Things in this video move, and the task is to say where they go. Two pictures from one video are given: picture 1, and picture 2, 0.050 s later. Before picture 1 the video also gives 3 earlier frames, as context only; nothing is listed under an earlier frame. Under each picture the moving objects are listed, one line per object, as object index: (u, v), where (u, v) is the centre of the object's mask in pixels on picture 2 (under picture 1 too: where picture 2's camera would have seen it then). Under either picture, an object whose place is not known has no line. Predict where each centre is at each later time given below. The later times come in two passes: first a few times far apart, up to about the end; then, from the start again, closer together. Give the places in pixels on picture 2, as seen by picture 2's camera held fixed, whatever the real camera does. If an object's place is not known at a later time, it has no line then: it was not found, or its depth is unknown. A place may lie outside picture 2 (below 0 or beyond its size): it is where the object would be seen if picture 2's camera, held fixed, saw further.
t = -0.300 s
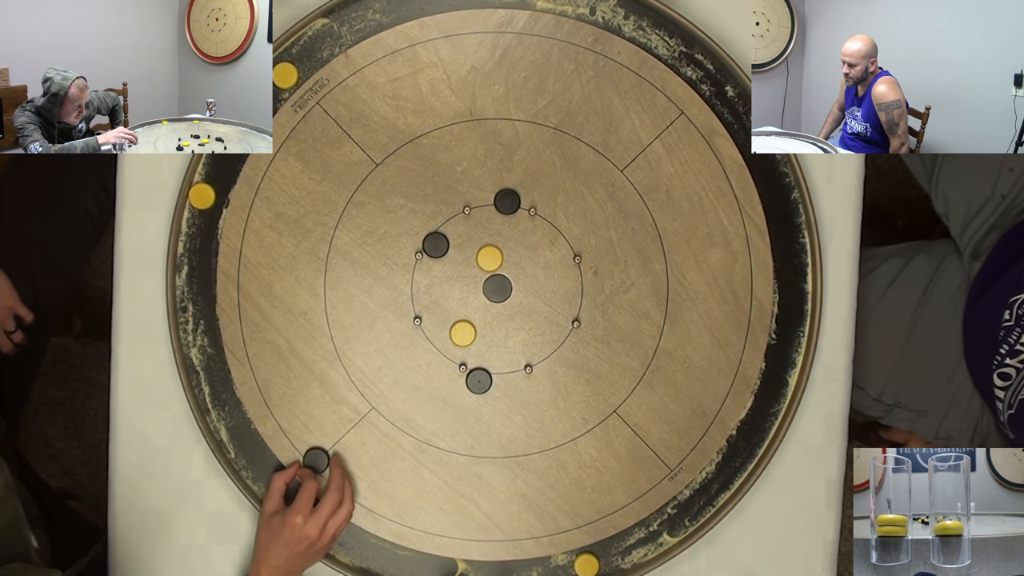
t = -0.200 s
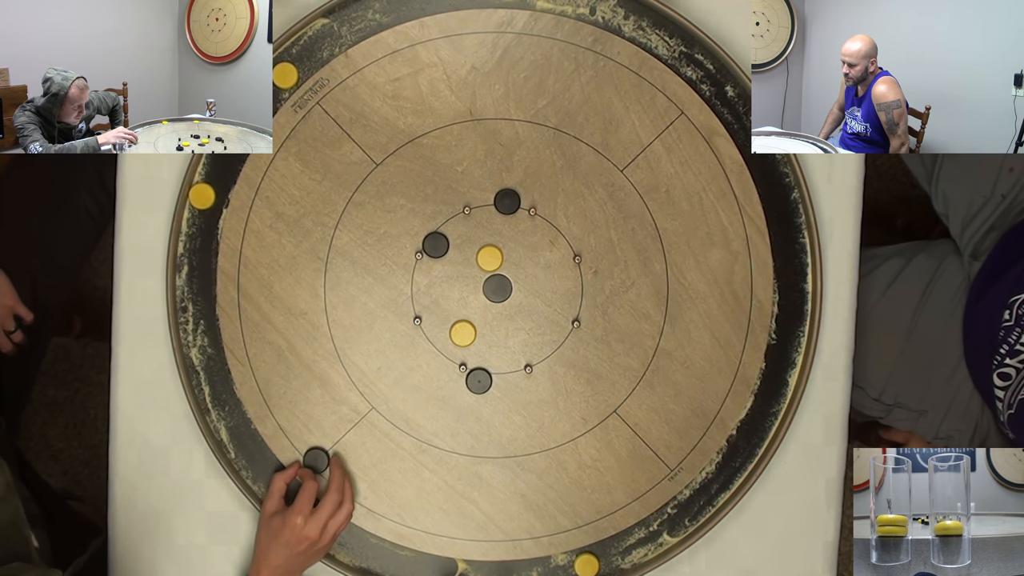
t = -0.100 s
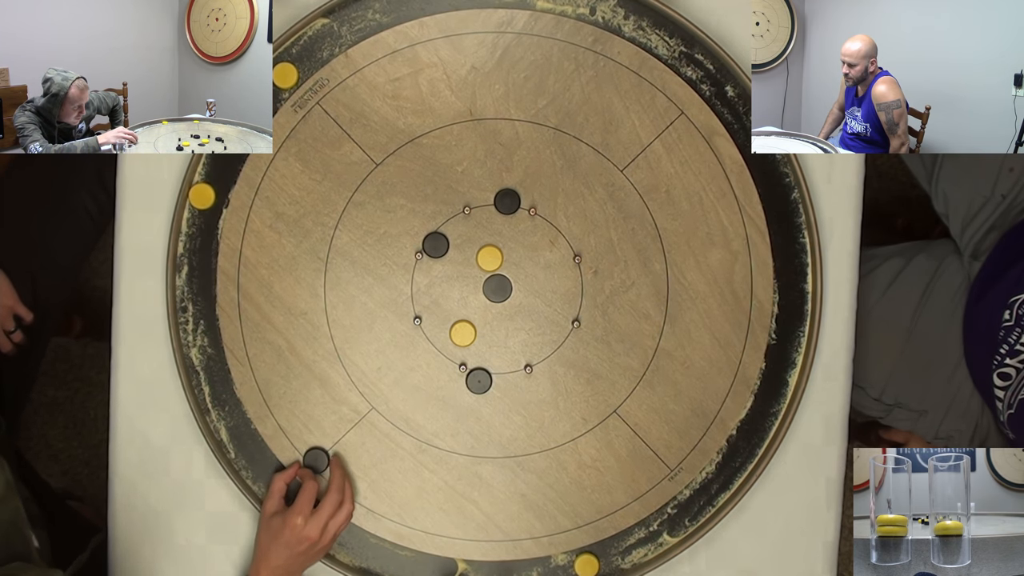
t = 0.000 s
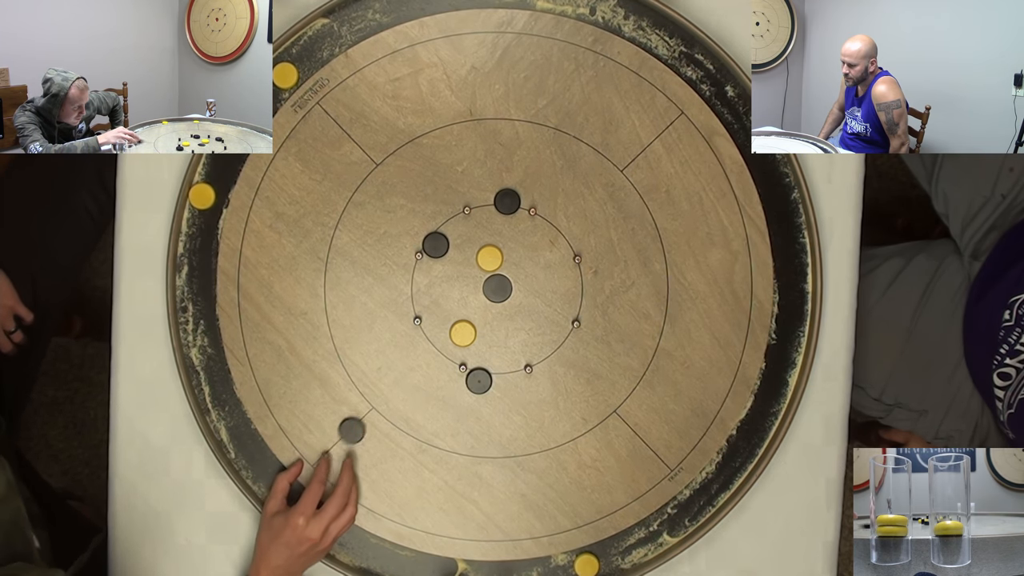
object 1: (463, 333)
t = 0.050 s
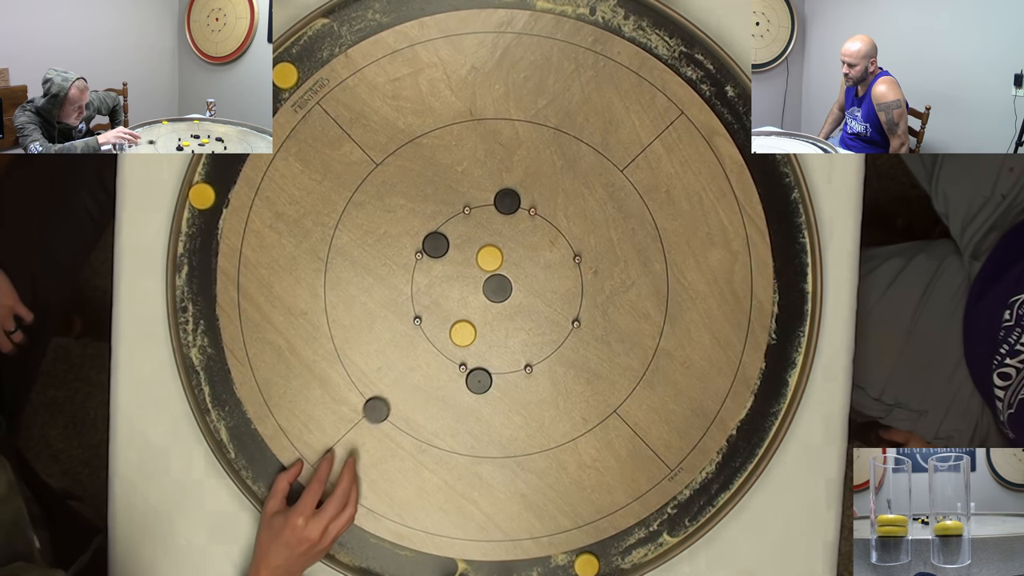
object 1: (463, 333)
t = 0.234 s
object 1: (463, 333)
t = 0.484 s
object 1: (493, 300)
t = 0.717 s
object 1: (493, 300)
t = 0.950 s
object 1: (493, 300)
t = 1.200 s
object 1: (493, 300)
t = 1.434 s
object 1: (493, 300)
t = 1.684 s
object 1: (493, 300)
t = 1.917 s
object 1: (493, 300)
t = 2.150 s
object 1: (493, 299)
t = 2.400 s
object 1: (493, 299)
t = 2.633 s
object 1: (493, 299)
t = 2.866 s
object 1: (493, 299)
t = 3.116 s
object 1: (493, 299)
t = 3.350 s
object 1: (493, 300)
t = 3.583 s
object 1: (493, 300)
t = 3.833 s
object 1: (493, 300)
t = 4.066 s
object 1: (493, 299)
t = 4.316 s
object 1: (493, 300)
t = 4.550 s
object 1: (493, 299)
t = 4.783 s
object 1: (493, 300)
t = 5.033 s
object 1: (493, 300)
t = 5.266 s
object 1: (493, 299)
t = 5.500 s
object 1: (493, 300)
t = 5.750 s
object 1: (493, 300)
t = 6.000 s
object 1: (493, 300)
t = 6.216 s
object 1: (493, 300)
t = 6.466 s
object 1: (493, 300)
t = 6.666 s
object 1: (493, 300)
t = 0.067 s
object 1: (463, 333)
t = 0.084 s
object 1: (463, 333)
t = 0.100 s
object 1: (463, 333)
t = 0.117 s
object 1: (463, 333)
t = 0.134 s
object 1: (463, 333)
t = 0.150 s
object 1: (463, 333)
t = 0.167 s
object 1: (463, 333)
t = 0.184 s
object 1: (463, 333)
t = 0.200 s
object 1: (463, 333)
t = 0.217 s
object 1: (463, 333)
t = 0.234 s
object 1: (463, 333)
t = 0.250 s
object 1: (466, 329)
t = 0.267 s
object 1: (469, 325)
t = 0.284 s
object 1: (473, 322)
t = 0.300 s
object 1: (476, 318)
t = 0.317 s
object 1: (478, 316)
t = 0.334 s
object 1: (481, 313)
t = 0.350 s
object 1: (483, 310)
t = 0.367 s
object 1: (485, 308)
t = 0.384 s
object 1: (487, 306)
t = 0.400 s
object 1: (489, 305)
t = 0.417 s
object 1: (490, 304)
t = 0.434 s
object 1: (491, 302)
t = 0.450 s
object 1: (492, 301)
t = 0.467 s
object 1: (492, 301)
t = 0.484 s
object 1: (493, 300)
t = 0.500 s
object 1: (493, 300)
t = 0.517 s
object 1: (493, 300)
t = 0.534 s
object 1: (493, 300)
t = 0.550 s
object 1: (493, 300)
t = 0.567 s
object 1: (493, 300)
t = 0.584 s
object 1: (493, 300)
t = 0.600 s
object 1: (493, 300)
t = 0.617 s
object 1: (493, 300)
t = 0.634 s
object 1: (493, 300)
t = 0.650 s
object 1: (493, 300)
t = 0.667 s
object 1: (493, 300)
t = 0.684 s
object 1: (493, 300)
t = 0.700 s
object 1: (493, 300)
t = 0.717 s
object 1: (493, 300)
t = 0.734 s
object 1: (493, 300)
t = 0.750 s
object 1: (493, 300)
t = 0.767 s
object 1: (493, 300)
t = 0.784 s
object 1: (493, 300)
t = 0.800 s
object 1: (493, 300)
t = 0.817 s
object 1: (493, 300)
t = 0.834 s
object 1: (493, 300)
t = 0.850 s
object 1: (493, 300)
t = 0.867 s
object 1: (493, 300)
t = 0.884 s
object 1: (493, 300)
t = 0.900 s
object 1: (493, 300)
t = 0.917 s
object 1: (493, 300)
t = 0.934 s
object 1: (493, 300)
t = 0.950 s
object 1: (493, 300)
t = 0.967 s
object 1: (493, 300)
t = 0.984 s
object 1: (493, 300)
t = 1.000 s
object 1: (493, 300)
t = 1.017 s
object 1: (493, 300)
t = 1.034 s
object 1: (493, 300)
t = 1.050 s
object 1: (493, 300)
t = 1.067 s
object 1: (493, 300)
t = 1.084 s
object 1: (493, 300)
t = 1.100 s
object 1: (493, 300)
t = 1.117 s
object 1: (493, 300)
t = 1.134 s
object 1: (493, 300)
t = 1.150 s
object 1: (493, 300)
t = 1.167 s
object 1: (493, 300)
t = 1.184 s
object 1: (493, 300)
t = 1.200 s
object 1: (493, 300)
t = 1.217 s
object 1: (493, 300)
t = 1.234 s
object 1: (493, 300)
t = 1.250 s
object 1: (493, 300)
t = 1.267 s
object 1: (493, 300)
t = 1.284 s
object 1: (493, 300)
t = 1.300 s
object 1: (493, 300)
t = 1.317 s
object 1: (493, 300)
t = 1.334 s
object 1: (493, 300)
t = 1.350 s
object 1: (493, 300)
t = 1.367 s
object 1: (493, 300)
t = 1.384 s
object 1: (493, 300)
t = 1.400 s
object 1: (493, 300)
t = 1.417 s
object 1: (493, 300)
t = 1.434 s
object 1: (493, 300)
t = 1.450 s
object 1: (493, 300)
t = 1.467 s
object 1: (493, 300)
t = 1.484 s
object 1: (493, 300)
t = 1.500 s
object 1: (493, 300)
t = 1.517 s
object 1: (493, 300)
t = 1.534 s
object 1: (493, 300)
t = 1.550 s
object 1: (493, 300)
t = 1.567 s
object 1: (493, 300)
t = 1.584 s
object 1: (493, 300)
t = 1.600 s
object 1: (493, 300)
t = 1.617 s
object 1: (493, 300)
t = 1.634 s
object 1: (493, 300)
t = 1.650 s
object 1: (493, 300)
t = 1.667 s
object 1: (493, 300)
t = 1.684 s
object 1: (493, 300)
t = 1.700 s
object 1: (493, 300)
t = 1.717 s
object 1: (493, 300)
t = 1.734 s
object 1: (493, 300)
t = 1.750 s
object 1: (493, 300)
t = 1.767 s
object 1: (493, 300)
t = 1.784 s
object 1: (493, 300)
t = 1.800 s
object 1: (493, 300)
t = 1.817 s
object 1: (493, 300)
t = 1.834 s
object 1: (493, 300)
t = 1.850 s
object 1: (493, 300)
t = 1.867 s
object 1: (493, 300)
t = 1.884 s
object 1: (493, 300)
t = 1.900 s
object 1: (493, 300)
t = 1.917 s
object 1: (493, 300)
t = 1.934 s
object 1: (493, 300)
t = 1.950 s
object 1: (493, 300)
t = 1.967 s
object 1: (493, 300)
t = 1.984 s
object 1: (493, 300)
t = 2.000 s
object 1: (493, 300)
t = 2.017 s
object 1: (493, 300)
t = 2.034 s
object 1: (493, 300)
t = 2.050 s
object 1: (493, 300)
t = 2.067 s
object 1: (493, 299)
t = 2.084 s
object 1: (493, 299)
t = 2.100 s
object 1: (493, 299)
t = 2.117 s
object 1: (493, 299)
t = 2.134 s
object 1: (493, 299)
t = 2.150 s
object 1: (493, 299)
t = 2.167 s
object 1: (493, 299)
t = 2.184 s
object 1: (493, 300)
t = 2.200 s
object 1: (493, 299)
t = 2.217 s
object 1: (493, 300)
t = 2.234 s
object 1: (493, 299)
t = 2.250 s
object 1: (493, 299)
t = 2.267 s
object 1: (493, 299)
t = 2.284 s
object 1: (493, 299)
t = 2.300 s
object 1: (493, 299)
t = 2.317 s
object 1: (493, 299)
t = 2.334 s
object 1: (493, 299)
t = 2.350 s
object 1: (493, 299)
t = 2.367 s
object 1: (493, 299)
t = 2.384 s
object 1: (493, 299)
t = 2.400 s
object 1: (493, 299)
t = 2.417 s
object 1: (493, 299)
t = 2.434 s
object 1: (493, 299)
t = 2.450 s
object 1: (493, 300)
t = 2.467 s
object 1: (493, 299)
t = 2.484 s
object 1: (493, 299)
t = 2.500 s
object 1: (493, 299)
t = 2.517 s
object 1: (493, 299)
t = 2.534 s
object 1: (493, 299)
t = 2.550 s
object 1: (493, 299)
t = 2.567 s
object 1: (493, 299)
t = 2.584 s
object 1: (493, 299)
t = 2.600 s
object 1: (493, 299)
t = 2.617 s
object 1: (493, 299)
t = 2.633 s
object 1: (493, 299)
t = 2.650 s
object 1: (493, 299)
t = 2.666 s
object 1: (493, 300)
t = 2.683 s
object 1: (493, 300)
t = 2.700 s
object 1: (493, 300)
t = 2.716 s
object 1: (493, 299)
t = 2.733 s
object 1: (493, 299)
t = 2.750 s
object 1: (493, 300)
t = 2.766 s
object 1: (493, 300)
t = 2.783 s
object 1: (493, 300)
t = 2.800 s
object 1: (493, 299)
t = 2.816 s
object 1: (493, 299)
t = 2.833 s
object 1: (493, 300)
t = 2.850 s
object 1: (493, 300)
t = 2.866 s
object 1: (493, 299)
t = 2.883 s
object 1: (493, 299)
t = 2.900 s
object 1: (493, 300)
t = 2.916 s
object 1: (493, 299)
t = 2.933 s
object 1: (493, 300)
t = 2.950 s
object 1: (493, 299)
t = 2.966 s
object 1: (493, 300)
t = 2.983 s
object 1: (493, 299)
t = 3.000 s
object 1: (493, 300)
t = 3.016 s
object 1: (493, 300)
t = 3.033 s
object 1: (493, 299)
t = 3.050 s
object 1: (493, 299)
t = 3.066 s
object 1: (493, 299)
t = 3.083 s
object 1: (493, 299)
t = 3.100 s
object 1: (493, 299)
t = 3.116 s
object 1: (493, 299)
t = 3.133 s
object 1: (493, 299)
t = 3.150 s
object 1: (493, 299)
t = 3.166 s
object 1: (493, 299)
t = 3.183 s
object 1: (493, 300)
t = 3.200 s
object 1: (493, 300)
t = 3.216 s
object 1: (493, 300)
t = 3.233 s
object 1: (493, 299)
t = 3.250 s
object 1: (493, 300)
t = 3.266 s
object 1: (493, 300)
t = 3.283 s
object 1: (493, 300)
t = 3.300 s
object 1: (493, 300)
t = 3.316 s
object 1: (493, 300)
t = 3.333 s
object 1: (493, 300)
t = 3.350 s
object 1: (493, 300)
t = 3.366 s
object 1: (493, 300)
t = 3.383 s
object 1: (493, 300)
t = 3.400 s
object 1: (493, 300)
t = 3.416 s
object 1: (493, 300)
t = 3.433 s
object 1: (493, 300)
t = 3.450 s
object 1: (493, 300)
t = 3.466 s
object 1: (493, 300)
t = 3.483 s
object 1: (493, 300)
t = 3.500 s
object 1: (493, 300)
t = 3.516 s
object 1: (493, 300)
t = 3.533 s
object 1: (493, 300)
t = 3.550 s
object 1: (493, 300)
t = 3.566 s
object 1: (493, 300)
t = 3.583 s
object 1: (493, 300)
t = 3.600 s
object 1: (493, 300)
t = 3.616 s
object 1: (493, 300)
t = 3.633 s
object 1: (493, 300)
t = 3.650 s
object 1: (493, 300)
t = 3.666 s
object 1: (493, 300)
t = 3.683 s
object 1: (493, 299)
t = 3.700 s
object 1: (493, 300)
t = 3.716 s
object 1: (493, 300)
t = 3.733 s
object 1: (493, 299)
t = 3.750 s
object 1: (493, 300)
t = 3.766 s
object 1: (493, 300)
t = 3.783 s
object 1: (493, 300)
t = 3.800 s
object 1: (493, 300)
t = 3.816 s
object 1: (493, 299)
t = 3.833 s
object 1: (493, 300)
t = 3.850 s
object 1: (493, 300)
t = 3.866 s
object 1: (493, 299)
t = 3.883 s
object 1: (493, 299)
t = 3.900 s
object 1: (493, 299)
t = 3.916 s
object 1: (493, 299)
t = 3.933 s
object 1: (493, 300)
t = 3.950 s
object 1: (493, 300)
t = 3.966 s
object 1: (493, 299)
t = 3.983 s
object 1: (493, 300)
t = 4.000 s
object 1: (493, 299)
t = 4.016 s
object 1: (493, 299)
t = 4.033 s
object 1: (493, 299)
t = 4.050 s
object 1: (493, 300)
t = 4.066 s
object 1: (493, 299)
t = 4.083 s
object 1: (493, 300)
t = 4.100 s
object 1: (493, 299)
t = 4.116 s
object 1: (493, 299)
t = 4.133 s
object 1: (493, 300)
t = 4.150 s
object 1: (493, 300)
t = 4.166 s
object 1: (493, 299)
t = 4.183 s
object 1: (493, 299)
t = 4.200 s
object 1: (493, 299)
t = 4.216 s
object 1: (493, 300)
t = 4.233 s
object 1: (493, 300)
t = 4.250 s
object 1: (493, 300)
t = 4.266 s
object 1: (493, 300)
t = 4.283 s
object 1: (493, 300)
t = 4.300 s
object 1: (493, 299)
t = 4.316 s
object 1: (493, 300)
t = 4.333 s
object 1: (493, 300)
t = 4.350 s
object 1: (493, 300)
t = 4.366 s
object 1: (493, 300)
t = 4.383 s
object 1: (493, 300)
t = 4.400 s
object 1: (493, 300)
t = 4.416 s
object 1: (493, 300)
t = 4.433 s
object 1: (493, 300)
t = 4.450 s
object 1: (493, 300)
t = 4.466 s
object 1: (493, 300)
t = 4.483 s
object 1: (493, 299)
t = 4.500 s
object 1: (493, 300)
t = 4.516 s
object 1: (493, 300)
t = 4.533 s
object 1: (493, 299)
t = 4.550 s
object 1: (493, 299)
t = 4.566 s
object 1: (493, 300)
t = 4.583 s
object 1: (493, 300)
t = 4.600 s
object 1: (493, 299)
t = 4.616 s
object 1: (493, 300)
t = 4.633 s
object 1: (493, 299)
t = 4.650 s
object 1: (493, 300)
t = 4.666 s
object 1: (493, 299)
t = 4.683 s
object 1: (493, 299)
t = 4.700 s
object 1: (493, 300)
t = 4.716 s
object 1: (493, 300)
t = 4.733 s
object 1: (493, 299)
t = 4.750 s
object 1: (493, 300)
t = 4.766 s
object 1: (493, 300)
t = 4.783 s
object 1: (493, 300)
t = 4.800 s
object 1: (493, 300)
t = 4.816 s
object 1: (493, 300)
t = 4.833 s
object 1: (493, 300)
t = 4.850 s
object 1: (493, 300)
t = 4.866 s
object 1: (493, 300)
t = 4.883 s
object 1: (493, 300)
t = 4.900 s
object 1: (493, 300)
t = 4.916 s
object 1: (493, 300)
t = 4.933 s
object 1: (493, 300)
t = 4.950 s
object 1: (493, 299)
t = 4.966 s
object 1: (493, 300)
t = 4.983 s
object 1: (493, 299)
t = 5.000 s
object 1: (493, 300)
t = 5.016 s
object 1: (493, 300)
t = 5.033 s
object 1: (493, 300)
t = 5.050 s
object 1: (493, 300)
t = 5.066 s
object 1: (493, 300)
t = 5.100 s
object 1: (493, 300)
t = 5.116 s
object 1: (493, 300)
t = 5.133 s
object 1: (493, 300)
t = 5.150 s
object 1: (493, 300)
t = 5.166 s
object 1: (493, 300)
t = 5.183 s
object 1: (493, 300)
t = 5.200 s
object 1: (493, 299)
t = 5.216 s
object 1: (493, 300)
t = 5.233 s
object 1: (493, 300)
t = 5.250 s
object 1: (493, 300)
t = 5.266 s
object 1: (493, 299)
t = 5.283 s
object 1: (493, 300)
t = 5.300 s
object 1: (493, 300)
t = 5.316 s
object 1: (493, 299)
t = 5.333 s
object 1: (493, 299)
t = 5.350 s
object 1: (493, 300)
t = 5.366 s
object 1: (493, 300)
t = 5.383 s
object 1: (493, 300)
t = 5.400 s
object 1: (493, 300)
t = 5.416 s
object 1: (493, 299)
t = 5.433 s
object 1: (493, 300)
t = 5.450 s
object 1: (493, 300)
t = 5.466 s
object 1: (493, 300)
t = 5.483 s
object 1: (493, 300)
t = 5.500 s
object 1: (493, 300)
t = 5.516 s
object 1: (493, 300)
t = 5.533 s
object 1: (493, 300)
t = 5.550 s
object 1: (493, 300)
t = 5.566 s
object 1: (493, 300)
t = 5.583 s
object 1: (493, 300)
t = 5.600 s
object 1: (493, 300)
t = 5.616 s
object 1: (493, 300)
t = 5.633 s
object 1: (493, 300)
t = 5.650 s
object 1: (493, 300)
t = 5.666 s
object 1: (493, 300)
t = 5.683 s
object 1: (493, 299)
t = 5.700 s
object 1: (493, 299)
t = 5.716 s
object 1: (493, 300)
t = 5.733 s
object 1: (493, 300)
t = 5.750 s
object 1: (493, 300)
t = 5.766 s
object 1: (493, 300)
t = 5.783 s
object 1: (493, 300)
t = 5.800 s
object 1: (493, 300)
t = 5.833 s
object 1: (493, 300)
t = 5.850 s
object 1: (493, 300)
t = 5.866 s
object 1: (493, 300)
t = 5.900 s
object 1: (493, 300)
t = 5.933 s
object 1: (493, 300)
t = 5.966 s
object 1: (493, 300)
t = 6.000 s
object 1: (493, 300)
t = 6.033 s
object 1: (493, 300)
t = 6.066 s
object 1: (493, 300)
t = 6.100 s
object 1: (493, 300)
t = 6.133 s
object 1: (493, 300)
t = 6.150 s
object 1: (493, 300)
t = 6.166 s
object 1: (493, 300)
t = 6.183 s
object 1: (493, 300)
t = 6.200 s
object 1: (493, 300)
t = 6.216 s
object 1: (493, 300)
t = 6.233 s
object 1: (493, 300)
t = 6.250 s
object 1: (493, 300)
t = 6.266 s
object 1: (493, 300)
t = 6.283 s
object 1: (493, 300)
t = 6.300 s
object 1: (493, 300)
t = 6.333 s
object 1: (493, 300)
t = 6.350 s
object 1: (493, 300)
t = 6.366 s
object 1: (493, 300)
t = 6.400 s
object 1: (493, 300)
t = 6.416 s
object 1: (493, 300)
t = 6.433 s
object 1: (493, 300)
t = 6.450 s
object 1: (493, 300)
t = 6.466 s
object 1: (493, 300)
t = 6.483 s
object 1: (493, 300)
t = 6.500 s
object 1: (493, 300)
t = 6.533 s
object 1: (493, 300)
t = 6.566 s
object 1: (493, 300)
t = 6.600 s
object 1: (493, 300)
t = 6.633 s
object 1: (493, 300)
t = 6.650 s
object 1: (493, 300)
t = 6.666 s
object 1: (493, 300)
